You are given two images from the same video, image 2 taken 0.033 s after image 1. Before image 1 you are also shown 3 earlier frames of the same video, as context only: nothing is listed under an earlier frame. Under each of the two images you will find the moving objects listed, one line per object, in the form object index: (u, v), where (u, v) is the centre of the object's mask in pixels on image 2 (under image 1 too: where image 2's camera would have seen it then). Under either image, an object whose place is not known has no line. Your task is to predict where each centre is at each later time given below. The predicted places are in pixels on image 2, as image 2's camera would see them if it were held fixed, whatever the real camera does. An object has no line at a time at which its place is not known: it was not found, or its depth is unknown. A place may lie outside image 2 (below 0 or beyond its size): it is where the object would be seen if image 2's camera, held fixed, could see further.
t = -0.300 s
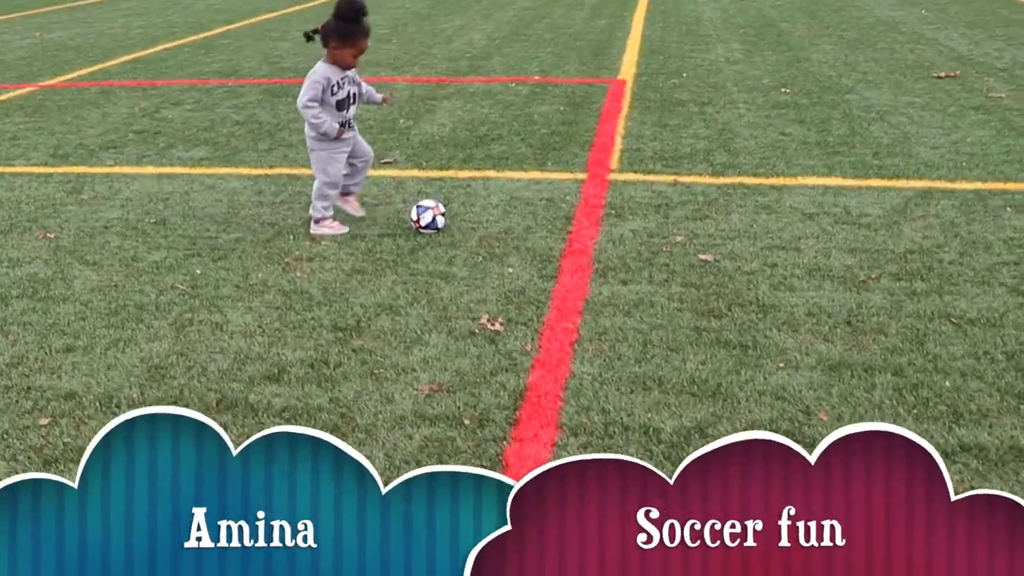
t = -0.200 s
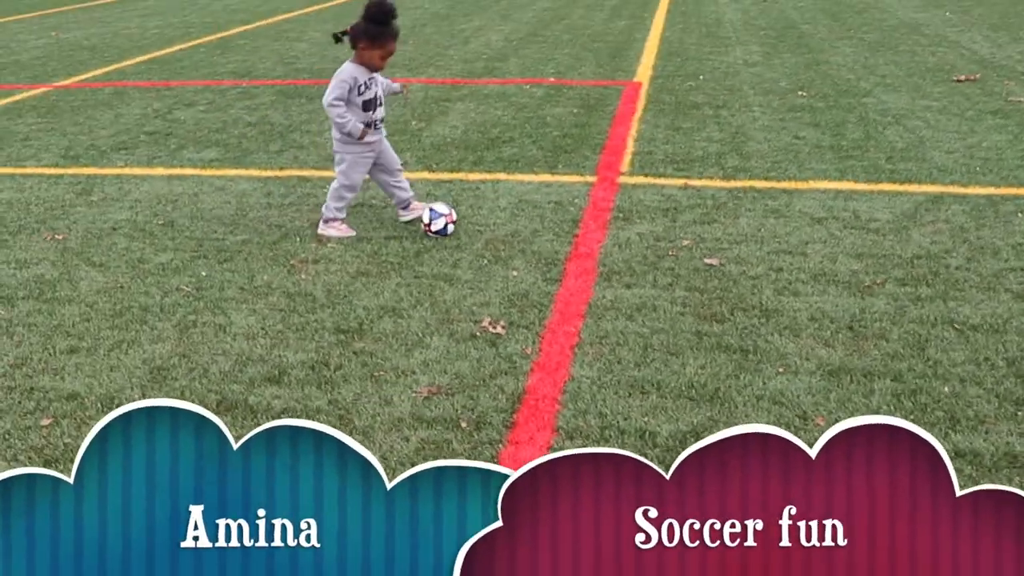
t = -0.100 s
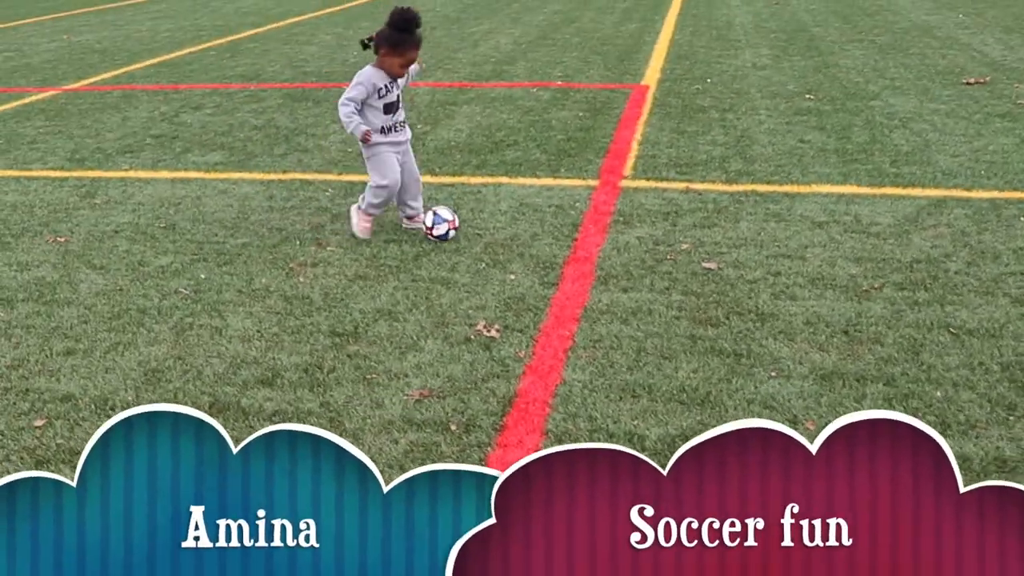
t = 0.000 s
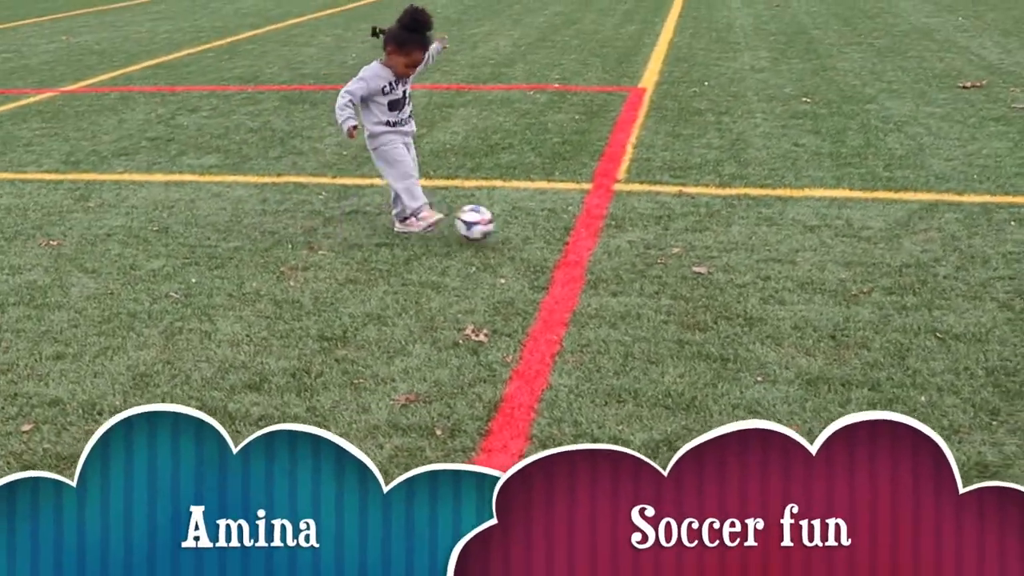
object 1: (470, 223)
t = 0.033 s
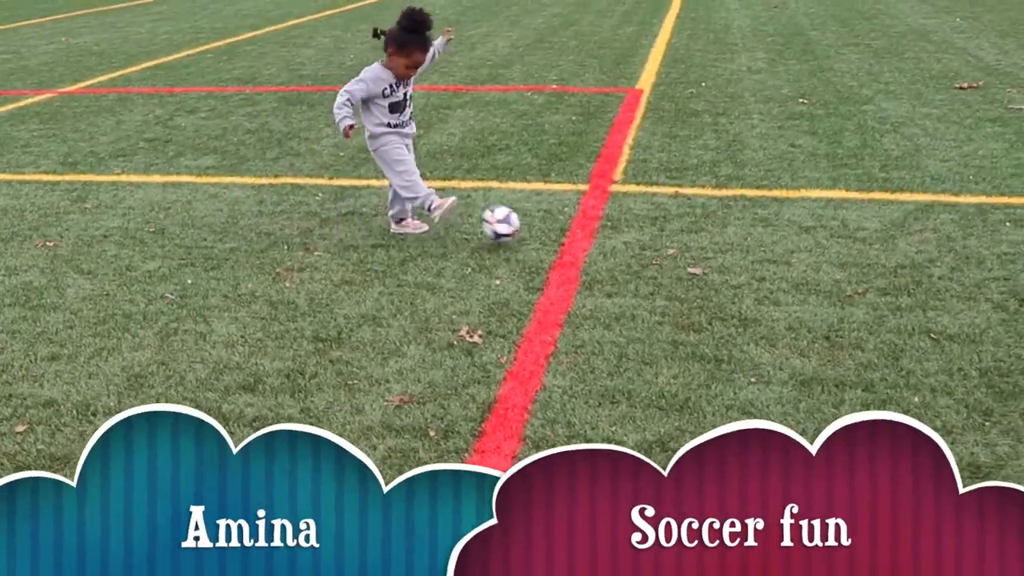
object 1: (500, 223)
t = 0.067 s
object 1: (532, 226)
